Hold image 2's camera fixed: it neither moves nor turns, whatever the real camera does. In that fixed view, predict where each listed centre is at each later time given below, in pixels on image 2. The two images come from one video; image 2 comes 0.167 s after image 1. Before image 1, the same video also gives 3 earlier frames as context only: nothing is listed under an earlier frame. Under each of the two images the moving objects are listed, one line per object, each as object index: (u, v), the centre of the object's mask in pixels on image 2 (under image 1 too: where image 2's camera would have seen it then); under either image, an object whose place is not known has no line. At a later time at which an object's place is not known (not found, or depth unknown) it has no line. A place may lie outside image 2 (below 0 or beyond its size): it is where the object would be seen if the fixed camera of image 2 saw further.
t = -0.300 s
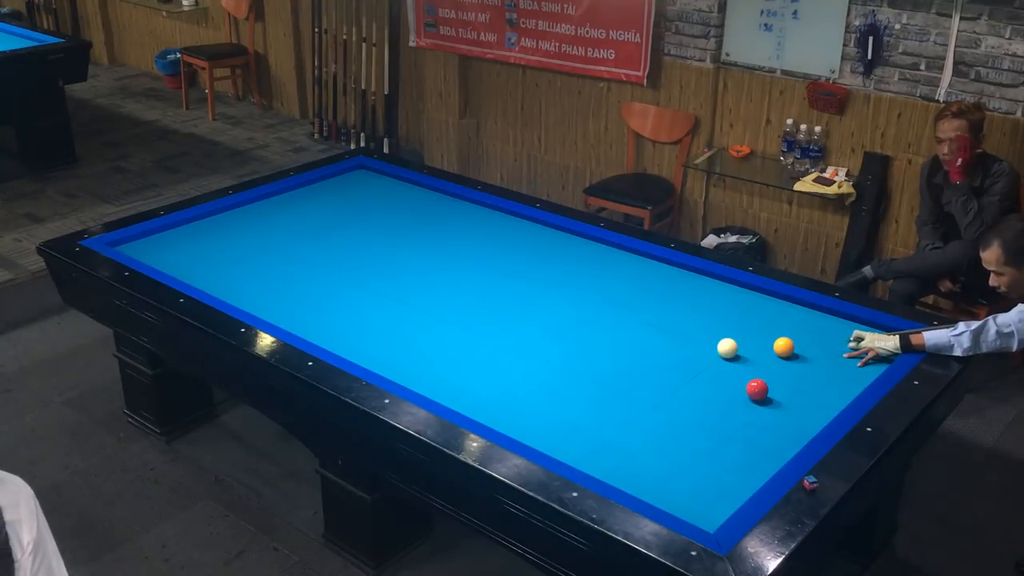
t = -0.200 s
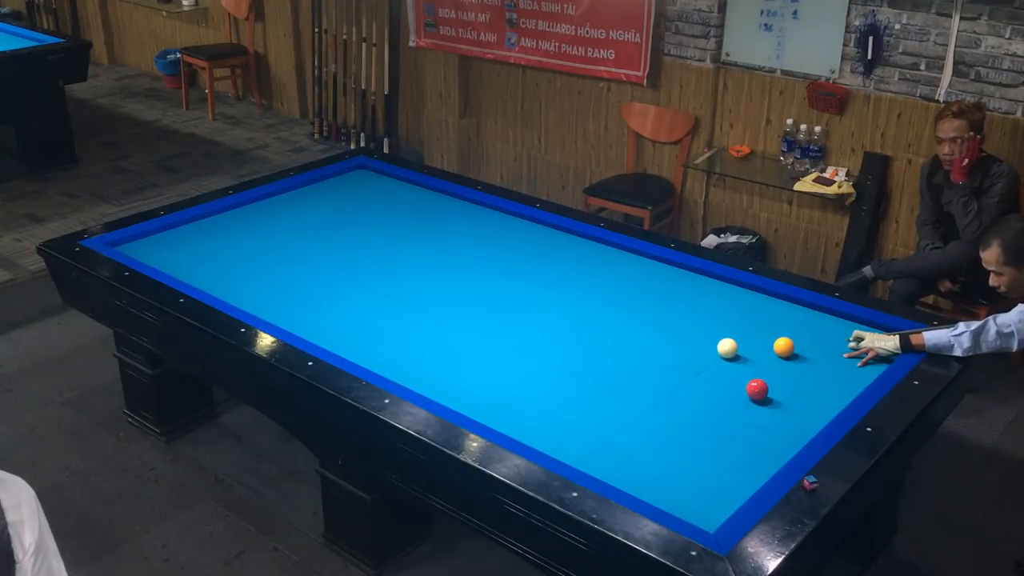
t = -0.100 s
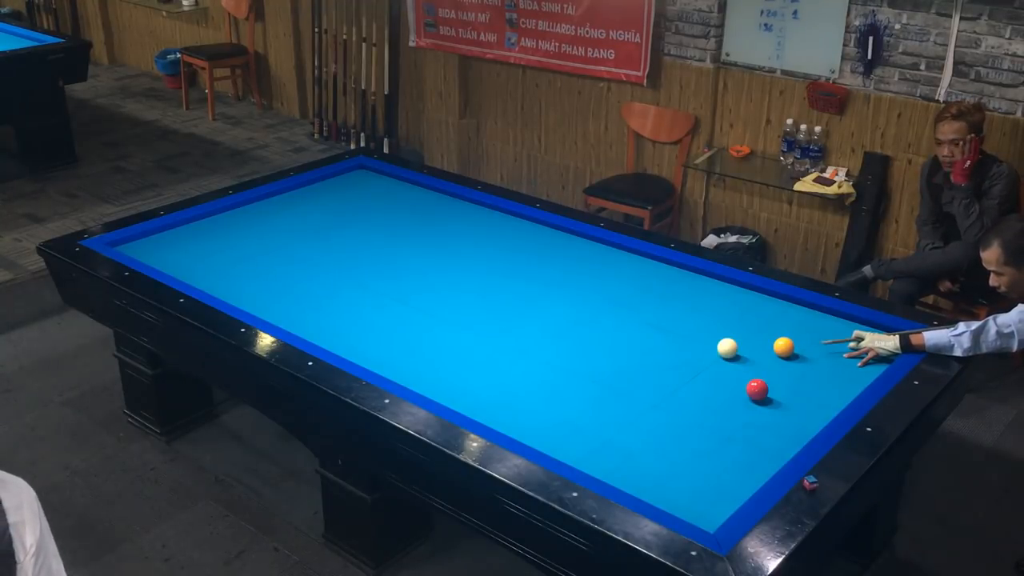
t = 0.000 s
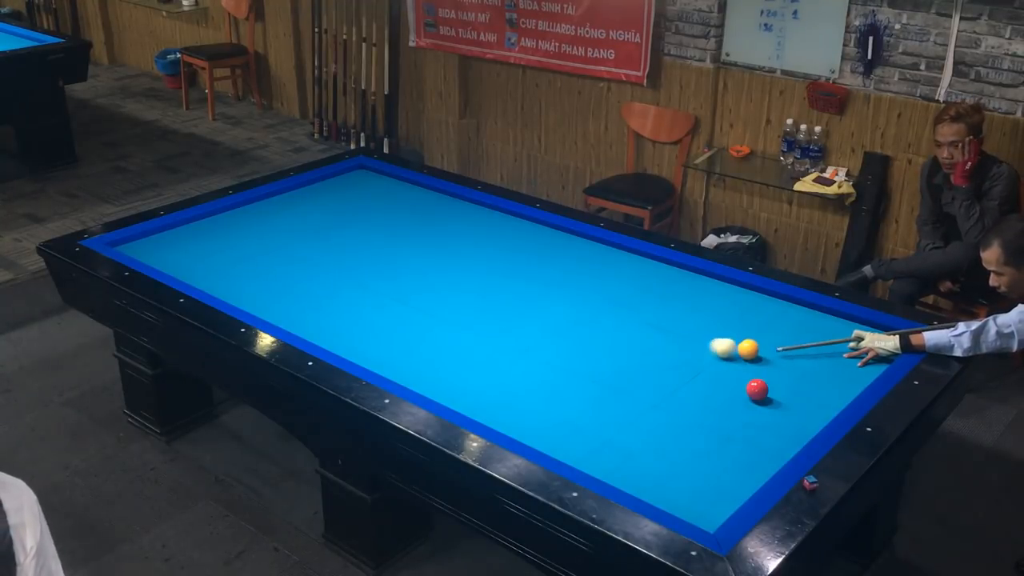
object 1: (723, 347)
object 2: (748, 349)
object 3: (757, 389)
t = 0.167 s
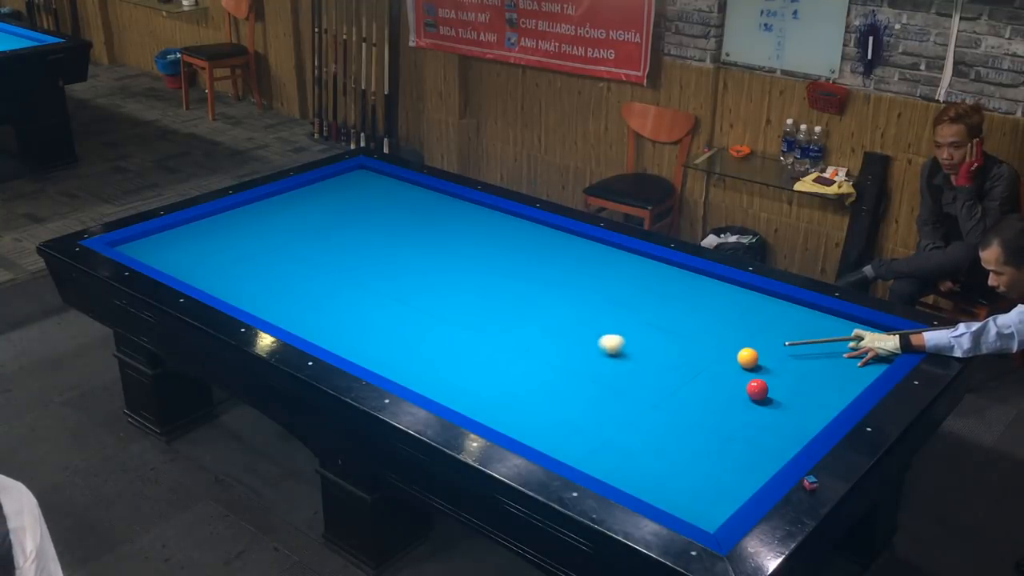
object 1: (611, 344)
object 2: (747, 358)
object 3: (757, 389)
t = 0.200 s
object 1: (591, 343)
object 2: (747, 359)
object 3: (757, 389)
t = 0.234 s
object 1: (572, 343)
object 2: (747, 361)
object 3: (757, 389)
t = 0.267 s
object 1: (554, 342)
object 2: (747, 363)
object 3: (757, 389)
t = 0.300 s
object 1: (537, 342)
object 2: (747, 364)
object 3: (757, 389)
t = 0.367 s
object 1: (503, 341)
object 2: (747, 368)
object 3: (757, 389)
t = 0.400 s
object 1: (485, 340)
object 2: (747, 369)
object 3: (757, 389)
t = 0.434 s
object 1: (468, 340)
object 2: (747, 371)
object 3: (757, 389)
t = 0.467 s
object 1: (451, 339)
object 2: (746, 372)
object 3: (757, 389)
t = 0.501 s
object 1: (434, 339)
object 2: (746, 373)
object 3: (757, 389)
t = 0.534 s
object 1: (417, 338)
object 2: (746, 375)
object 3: (757, 389)
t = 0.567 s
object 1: (400, 338)
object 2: (746, 376)
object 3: (757, 389)
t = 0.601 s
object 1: (383, 338)
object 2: (745, 377)
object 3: (757, 390)
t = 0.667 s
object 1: (349, 336)
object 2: (744, 379)
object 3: (758, 392)
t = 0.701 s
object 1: (333, 336)
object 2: (743, 380)
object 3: (759, 393)
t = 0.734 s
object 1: (317, 334)
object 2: (743, 380)
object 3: (760, 394)
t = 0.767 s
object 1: (305, 331)
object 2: (742, 381)
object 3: (761, 395)
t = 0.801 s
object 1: (304, 327)
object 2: (741, 381)
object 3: (761, 396)
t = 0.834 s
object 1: (304, 322)
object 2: (740, 382)
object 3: (762, 397)
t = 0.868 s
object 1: (303, 317)
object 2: (740, 382)
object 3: (763, 398)
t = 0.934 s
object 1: (299, 308)
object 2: (738, 383)
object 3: (764, 400)
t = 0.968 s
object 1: (297, 304)
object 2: (737, 383)
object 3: (764, 401)
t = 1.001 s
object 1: (295, 299)
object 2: (736, 384)
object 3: (765, 401)
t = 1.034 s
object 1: (292, 296)
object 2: (736, 384)
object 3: (766, 402)
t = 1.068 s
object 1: (290, 291)
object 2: (735, 385)
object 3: (766, 403)
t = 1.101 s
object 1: (288, 287)
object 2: (734, 385)
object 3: (767, 404)
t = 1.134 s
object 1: (286, 283)
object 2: (733, 385)
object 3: (767, 405)
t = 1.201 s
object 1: (282, 275)
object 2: (732, 386)
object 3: (768, 406)
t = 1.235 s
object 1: (280, 272)
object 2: (732, 386)
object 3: (769, 407)
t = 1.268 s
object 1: (279, 268)
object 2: (731, 387)
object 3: (769, 408)
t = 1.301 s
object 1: (277, 264)
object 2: (730, 387)
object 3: (770, 409)
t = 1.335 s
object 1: (275, 261)
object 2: (730, 387)
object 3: (770, 409)
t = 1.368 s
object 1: (273, 257)
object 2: (729, 387)
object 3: (771, 411)
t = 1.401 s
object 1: (271, 254)
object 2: (729, 388)
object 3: (771, 411)
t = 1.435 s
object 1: (270, 250)
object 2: (728, 388)
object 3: (772, 412)
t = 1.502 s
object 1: (266, 244)
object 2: (727, 389)
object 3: (773, 413)
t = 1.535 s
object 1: (265, 241)
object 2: (727, 389)
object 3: (773, 414)
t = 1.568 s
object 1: (263, 237)
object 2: (726, 390)
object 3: (774, 415)
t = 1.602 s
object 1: (262, 234)
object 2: (726, 390)
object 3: (774, 416)
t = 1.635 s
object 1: (260, 231)
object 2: (725, 390)
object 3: (774, 416)
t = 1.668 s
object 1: (258, 228)
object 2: (725, 390)
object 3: (775, 417)
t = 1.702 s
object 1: (257, 225)
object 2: (724, 391)
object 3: (775, 417)
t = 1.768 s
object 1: (254, 219)
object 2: (724, 391)
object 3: (776, 419)
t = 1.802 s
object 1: (253, 216)
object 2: (723, 392)
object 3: (776, 419)
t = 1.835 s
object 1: (251, 213)
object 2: (723, 392)
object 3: (777, 420)
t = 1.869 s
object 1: (250, 211)
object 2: (723, 392)
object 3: (777, 421)
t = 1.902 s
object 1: (249, 208)
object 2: (723, 393)
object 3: (777, 421)
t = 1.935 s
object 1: (247, 205)
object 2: (722, 393)
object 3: (778, 422)
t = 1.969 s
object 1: (247, 203)
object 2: (722, 393)
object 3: (778, 422)
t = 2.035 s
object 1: (259, 204)
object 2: (721, 394)
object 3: (779, 424)
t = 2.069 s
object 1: (265, 204)
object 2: (721, 394)
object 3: (779, 424)
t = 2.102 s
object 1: (271, 204)
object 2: (721, 394)
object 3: (779, 425)
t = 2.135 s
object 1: (276, 204)
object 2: (721, 394)
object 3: (779, 425)
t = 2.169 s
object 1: (281, 204)
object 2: (721, 395)
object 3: (780, 426)
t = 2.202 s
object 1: (287, 204)
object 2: (720, 395)
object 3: (780, 426)
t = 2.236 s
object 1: (292, 204)
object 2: (720, 395)
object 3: (780, 427)
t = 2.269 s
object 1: (297, 204)
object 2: (720, 395)
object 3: (781, 428)
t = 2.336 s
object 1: (308, 204)
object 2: (719, 395)
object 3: (781, 429)
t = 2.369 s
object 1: (313, 204)
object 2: (719, 395)
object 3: (781, 429)
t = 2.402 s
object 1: (318, 204)
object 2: (719, 395)
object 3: (781, 429)
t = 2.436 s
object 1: (324, 204)
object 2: (719, 396)
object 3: (781, 430)
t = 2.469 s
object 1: (329, 204)
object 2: (719, 396)
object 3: (782, 430)
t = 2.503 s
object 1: (334, 204)
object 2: (719, 396)
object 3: (782, 431)
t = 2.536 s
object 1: (339, 204)
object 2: (719, 396)
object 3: (782, 431)
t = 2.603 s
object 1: (350, 204)
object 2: (718, 396)
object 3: (782, 432)
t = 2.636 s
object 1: (355, 204)
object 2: (718, 396)
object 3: (782, 432)
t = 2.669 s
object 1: (360, 204)
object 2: (718, 396)
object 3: (782, 432)
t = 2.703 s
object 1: (365, 204)
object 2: (718, 396)
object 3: (782, 433)
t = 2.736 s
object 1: (370, 204)
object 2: (718, 396)
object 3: (783, 433)
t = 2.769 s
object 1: (375, 204)
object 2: (718, 396)
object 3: (783, 433)
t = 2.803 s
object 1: (380, 204)
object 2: (718, 396)
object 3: (783, 434)
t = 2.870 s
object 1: (391, 204)
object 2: (718, 396)
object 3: (783, 434)
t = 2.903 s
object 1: (396, 204)
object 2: (718, 397)
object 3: (783, 435)
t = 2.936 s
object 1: (400, 204)
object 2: (718, 397)
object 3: (784, 435)
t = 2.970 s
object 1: (406, 204)
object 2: (718, 397)
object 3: (784, 435)
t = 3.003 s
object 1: (411, 204)
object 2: (718, 397)
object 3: (784, 435)
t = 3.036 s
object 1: (416, 204)
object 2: (718, 397)
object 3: (784, 435)
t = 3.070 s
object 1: (421, 204)
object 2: (718, 397)
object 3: (784, 436)
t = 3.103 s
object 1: (425, 204)
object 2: (718, 397)
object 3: (784, 436)
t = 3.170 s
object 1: (435, 204)
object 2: (718, 397)
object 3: (784, 436)
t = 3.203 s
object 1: (440, 204)
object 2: (718, 397)
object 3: (785, 436)
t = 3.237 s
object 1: (445, 204)
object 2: (718, 397)
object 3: (785, 436)
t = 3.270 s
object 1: (450, 204)
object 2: (718, 397)
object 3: (785, 437)
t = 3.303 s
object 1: (455, 204)
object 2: (718, 397)
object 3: (785, 437)
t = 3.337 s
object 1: (460, 204)
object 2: (718, 397)
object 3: (785, 437)
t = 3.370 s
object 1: (465, 204)
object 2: (718, 397)
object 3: (785, 437)
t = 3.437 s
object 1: (474, 204)
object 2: (718, 397)
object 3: (785, 437)
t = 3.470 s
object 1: (478, 204)
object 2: (718, 397)
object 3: (785, 437)
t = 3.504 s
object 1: (479, 206)
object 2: (718, 397)
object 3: (785, 437)
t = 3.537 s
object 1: (480, 207)
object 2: (718, 397)
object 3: (785, 437)
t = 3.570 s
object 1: (481, 208)
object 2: (718, 397)
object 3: (785, 437)
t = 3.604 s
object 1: (482, 210)
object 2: (718, 397)
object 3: (785, 437)
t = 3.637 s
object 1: (483, 211)
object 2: (718, 397)
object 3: (785, 437)
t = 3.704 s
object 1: (486, 214)
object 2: (718, 397)
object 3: (785, 437)
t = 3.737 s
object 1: (487, 215)
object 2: (718, 397)
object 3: (785, 437)
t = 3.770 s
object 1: (488, 216)
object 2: (718, 397)
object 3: (785, 437)
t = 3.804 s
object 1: (490, 218)
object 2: (718, 397)
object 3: (785, 437)
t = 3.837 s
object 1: (491, 219)
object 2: (718, 397)
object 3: (785, 437)
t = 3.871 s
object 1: (492, 220)
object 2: (718, 397)
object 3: (785, 437)
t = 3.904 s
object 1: (494, 222)
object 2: (718, 397)
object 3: (785, 437)
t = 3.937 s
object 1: (495, 223)
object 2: (718, 397)
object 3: (785, 437)
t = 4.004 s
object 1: (497, 226)
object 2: (718, 397)
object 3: (785, 437)
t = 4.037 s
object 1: (498, 227)
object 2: (718, 397)
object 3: (785, 437)
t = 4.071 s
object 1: (500, 228)
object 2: (718, 397)
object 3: (785, 437)
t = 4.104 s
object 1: (501, 230)
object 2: (718, 397)
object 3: (785, 437)
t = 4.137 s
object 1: (502, 231)
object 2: (718, 397)
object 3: (785, 437)
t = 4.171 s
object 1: (503, 233)
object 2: (718, 397)
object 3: (785, 437)
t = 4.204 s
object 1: (504, 234)
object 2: (718, 397)
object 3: (785, 437)
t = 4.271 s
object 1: (507, 237)
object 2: (718, 397)
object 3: (785, 437)
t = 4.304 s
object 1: (508, 238)
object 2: (718, 397)
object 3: (785, 437)
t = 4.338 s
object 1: (510, 239)
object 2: (718, 397)
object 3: (785, 437)
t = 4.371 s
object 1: (511, 241)
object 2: (718, 397)
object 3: (785, 437)
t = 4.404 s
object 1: (512, 242)
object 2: (718, 397)
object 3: (785, 437)
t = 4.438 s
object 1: (513, 244)
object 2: (718, 397)
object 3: (785, 437)
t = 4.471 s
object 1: (515, 245)
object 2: (718, 397)
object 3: (785, 437)
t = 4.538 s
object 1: (517, 248)
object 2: (718, 397)
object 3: (785, 437)
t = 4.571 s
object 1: (519, 249)
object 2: (718, 397)
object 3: (785, 437)
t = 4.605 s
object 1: (520, 251)
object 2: (718, 397)
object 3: (785, 437)
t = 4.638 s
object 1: (521, 252)
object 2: (718, 397)
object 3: (785, 437)
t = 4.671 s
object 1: (522, 253)
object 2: (718, 397)
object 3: (785, 437)
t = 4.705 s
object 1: (524, 255)
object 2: (718, 397)
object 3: (785, 437)
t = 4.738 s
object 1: (525, 256)
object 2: (718, 397)
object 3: (785, 437)
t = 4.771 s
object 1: (526, 258)
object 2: (718, 397)
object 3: (785, 437)
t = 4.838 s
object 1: (529, 261)
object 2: (718, 397)
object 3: (785, 437)
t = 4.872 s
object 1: (530, 262)
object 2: (718, 397)
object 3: (785, 437)
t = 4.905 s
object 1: (531, 263)
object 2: (718, 397)
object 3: (785, 437)
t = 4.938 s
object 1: (533, 265)
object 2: (718, 397)
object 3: (785, 437)
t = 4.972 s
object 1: (534, 266)
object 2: (718, 397)
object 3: (785, 437)
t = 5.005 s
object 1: (535, 268)
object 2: (718, 397)
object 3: (785, 437)
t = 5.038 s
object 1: (536, 269)
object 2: (718, 397)
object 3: (785, 437)
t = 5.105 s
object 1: (539, 272)
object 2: (718, 397)
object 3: (785, 437)
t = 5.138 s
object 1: (541, 273)
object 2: (718, 397)
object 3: (785, 437)
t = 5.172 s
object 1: (542, 275)
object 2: (718, 397)
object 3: (785, 437)
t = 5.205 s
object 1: (543, 276)
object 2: (718, 397)
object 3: (785, 437)
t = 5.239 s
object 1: (544, 278)
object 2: (718, 397)
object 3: (785, 437)
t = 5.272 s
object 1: (546, 279)
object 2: (718, 397)
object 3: (785, 437)
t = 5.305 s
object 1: (547, 281)
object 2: (718, 397)
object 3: (785, 437)
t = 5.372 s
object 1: (550, 284)
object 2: (718, 397)
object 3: (785, 437)
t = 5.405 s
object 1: (551, 285)
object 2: (718, 397)
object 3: (785, 437)
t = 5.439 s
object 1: (552, 286)
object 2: (718, 397)
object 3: (785, 437)
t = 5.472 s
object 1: (554, 288)
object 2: (718, 397)
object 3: (785, 437)
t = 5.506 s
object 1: (555, 290)
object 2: (718, 397)
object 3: (785, 437)
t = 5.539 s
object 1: (556, 291)
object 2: (718, 397)
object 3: (785, 437)
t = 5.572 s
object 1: (557, 293)
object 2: (718, 397)
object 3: (785, 437)
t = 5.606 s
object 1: (559, 294)
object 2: (718, 397)
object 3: (785, 437)
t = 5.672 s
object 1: (562, 297)
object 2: (718, 397)
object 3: (785, 437)
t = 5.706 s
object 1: (563, 298)
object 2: (718, 397)
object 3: (785, 437)
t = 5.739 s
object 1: (564, 300)
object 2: (718, 397)
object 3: (785, 437)
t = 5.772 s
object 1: (565, 301)
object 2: (718, 397)
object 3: (785, 437)
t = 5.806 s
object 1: (567, 303)
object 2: (718, 397)
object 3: (785, 437)
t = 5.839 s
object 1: (568, 304)
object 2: (718, 397)
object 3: (785, 437)
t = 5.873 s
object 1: (569, 305)
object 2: (718, 397)
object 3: (785, 437)
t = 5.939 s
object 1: (572, 308)
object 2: (718, 397)
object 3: (785, 437)
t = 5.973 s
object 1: (573, 310)
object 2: (718, 397)
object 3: (785, 437)
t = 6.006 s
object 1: (575, 311)
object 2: (718, 397)
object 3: (785, 437)
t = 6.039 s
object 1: (576, 313)
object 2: (718, 397)
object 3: (785, 437)
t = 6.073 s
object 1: (577, 314)
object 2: (718, 397)
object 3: (785, 437)
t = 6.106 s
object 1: (579, 316)
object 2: (718, 397)
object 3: (785, 437)
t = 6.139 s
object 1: (580, 317)
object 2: (718, 397)
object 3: (785, 437)
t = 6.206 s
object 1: (582, 320)
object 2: (718, 397)
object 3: (785, 437)
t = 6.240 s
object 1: (584, 322)
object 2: (718, 397)
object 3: (785, 437)
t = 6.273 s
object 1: (585, 323)
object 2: (718, 397)
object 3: (785, 437)
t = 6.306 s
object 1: (586, 325)
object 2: (718, 397)
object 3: (785, 437)
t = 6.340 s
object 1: (588, 326)
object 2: (718, 397)
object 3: (785, 437)
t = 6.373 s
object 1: (589, 328)
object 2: (718, 397)
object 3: (785, 437)
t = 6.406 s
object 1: (591, 329)
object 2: (718, 397)
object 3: (785, 437)
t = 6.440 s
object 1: (592, 331)
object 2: (718, 397)
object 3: (785, 437)
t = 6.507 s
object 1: (594, 334)
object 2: (718, 397)
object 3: (785, 437)
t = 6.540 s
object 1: (596, 335)
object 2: (718, 397)
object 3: (785, 437)
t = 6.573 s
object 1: (597, 336)
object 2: (718, 397)
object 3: (785, 437)
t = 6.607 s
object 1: (599, 338)
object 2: (718, 397)
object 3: (785, 437)
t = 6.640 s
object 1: (600, 339)
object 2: (718, 397)
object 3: (785, 437)
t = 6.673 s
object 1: (601, 341)
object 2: (718, 397)
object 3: (785, 437)
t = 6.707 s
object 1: (603, 342)
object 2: (718, 397)
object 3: (785, 437)
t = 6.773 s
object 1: (605, 345)
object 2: (718, 397)
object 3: (785, 437)
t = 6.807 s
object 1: (607, 347)
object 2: (718, 397)
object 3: (785, 437)
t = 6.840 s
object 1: (608, 348)
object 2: (718, 397)
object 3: (785, 437)
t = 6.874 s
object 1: (609, 350)
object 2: (718, 397)
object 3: (785, 437)
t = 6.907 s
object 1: (610, 351)
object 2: (718, 397)
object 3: (785, 437)
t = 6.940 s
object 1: (612, 353)
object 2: (718, 397)
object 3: (785, 437)
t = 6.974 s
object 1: (613, 354)
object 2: (718, 397)
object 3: (785, 437)
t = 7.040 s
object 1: (616, 357)
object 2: (718, 397)
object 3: (785, 437)
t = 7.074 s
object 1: (617, 358)
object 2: (718, 397)
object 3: (785, 437)
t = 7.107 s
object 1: (618, 360)
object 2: (718, 397)
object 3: (785, 437)
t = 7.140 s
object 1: (619, 361)
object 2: (718, 397)
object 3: (785, 437)
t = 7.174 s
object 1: (621, 362)
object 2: (718, 397)
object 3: (785, 437)
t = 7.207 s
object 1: (622, 364)
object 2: (718, 397)
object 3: (785, 437)
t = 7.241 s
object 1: (623, 365)
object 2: (718, 397)
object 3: (785, 437)
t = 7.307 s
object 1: (626, 368)
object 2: (718, 397)
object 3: (785, 437)
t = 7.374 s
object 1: (628, 371)
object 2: (718, 397)
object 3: (785, 437)
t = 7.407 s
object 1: (630, 373)
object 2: (718, 397)
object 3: (785, 437)
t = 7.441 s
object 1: (631, 374)
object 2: (718, 397)
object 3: (785, 437)
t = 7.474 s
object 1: (632, 375)
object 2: (718, 397)
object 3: (785, 437)
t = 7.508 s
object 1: (633, 377)
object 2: (718, 397)
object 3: (785, 437)
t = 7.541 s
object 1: (634, 378)
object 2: (718, 397)
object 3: (785, 437)
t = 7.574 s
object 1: (636, 380)
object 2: (718, 397)
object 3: (785, 437)
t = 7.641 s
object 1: (638, 382)
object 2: (718, 397)
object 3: (785, 437)
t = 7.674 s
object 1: (639, 384)
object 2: (718, 397)
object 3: (785, 437)
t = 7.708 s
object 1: (640, 385)
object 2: (718, 397)
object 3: (785, 437)
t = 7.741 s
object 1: (641, 387)
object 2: (718, 397)
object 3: (785, 437)
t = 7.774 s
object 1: (643, 388)
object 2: (718, 397)
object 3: (785, 437)
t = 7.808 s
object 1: (644, 389)
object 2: (718, 397)
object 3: (785, 437)
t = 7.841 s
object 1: (645, 391)
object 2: (718, 397)
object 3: (785, 437)
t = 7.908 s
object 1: (647, 393)
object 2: (718, 397)
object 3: (785, 437)
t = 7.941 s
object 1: (649, 395)
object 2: (718, 397)
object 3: (785, 437)
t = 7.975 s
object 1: (650, 396)
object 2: (718, 397)
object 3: (785, 437)
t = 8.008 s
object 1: (651, 397)
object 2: (718, 397)
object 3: (785, 437)
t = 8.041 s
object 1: (652, 399)
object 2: (718, 397)
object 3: (785, 437)
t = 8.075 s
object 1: (653, 400)
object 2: (718, 397)
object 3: (785, 437)
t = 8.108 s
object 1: (654, 401)
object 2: (718, 397)
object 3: (785, 437)
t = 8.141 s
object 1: (655, 403)
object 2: (718, 397)
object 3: (785, 437)
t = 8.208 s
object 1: (658, 406)
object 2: (718, 397)
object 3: (785, 437)
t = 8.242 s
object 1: (659, 407)
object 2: (718, 397)
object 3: (785, 437)
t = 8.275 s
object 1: (660, 408)
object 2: (718, 397)
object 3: (785, 437)
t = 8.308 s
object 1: (661, 409)
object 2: (718, 397)
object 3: (785, 437)
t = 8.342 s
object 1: (662, 410)
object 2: (718, 397)
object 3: (785, 437)
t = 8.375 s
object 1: (663, 412)
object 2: (718, 397)
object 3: (785, 437)
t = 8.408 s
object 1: (664, 413)
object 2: (718, 397)
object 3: (785, 437)
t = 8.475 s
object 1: (666, 416)
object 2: (718, 397)
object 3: (785, 437)
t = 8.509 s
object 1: (668, 417)
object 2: (718, 397)
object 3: (785, 437)
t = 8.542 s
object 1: (669, 418)
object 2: (718, 397)
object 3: (785, 437)
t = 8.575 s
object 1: (670, 419)
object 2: (718, 397)
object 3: (785, 437)
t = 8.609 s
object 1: (671, 421)
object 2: (718, 397)
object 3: (785, 437)
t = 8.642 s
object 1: (672, 422)
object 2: (718, 397)
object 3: (785, 437)
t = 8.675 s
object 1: (672, 423)
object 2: (718, 397)
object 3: (785, 437)
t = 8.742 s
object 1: (675, 425)
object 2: (718, 397)
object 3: (785, 437)
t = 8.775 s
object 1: (675, 427)
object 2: (718, 397)
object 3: (785, 437)
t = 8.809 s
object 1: (676, 428)
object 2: (718, 397)
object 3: (785, 437)
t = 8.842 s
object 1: (678, 429)
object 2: (718, 397)
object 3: (785, 437)
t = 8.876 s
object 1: (678, 430)
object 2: (718, 397)
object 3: (785, 437)
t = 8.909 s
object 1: (679, 431)
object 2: (718, 397)
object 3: (785, 437)
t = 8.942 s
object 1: (680, 433)
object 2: (718, 397)
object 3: (785, 437)
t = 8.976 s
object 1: (681, 434)
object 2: (718, 397)
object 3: (785, 437)
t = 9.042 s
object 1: (683, 436)
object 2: (718, 397)
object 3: (785, 437)
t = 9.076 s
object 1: (684, 437)
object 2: (718, 397)
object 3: (785, 437)
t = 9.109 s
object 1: (685, 438)
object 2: (718, 397)
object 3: (785, 437)
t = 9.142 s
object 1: (686, 439)
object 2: (718, 397)
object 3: (785, 437)
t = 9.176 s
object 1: (687, 440)
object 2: (718, 397)
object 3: (785, 437)
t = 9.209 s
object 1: (687, 442)
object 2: (718, 397)
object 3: (785, 437)
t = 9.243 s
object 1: (688, 442)
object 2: (718, 397)
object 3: (785, 437)
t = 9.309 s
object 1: (690, 445)
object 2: (718, 397)
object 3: (785, 437)
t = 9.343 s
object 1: (691, 446)
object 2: (718, 397)
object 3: (785, 437)
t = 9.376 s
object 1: (692, 447)
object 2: (718, 397)
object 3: (785, 437)
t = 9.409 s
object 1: (693, 448)
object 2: (718, 397)
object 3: (785, 437)
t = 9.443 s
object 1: (694, 449)
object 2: (718, 397)
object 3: (785, 437)
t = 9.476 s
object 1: (694, 450)
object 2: (718, 397)
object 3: (785, 437)
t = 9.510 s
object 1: (695, 451)
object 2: (718, 397)
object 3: (785, 437)
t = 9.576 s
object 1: (697, 453)
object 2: (718, 397)
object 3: (785, 437)
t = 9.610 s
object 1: (698, 454)
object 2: (718, 397)
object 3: (785, 437)
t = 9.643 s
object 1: (698, 455)
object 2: (718, 397)
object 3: (785, 437)
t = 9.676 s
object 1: (699, 456)
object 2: (718, 397)
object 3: (785, 437)
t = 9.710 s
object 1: (700, 457)
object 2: (718, 397)
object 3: (785, 437)
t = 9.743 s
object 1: (701, 458)
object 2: (718, 397)
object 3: (785, 437)
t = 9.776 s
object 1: (701, 459)
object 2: (718, 397)
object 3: (785, 437)
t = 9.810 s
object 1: (702, 459)
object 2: (718, 397)
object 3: (785, 437)
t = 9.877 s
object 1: (704, 461)
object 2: (718, 397)
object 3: (785, 437)
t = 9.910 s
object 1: (704, 462)
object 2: (718, 397)
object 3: (785, 437)
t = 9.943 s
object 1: (705, 463)
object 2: (718, 397)
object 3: (785, 437)
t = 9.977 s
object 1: (706, 464)
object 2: (718, 397)
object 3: (785, 437)
